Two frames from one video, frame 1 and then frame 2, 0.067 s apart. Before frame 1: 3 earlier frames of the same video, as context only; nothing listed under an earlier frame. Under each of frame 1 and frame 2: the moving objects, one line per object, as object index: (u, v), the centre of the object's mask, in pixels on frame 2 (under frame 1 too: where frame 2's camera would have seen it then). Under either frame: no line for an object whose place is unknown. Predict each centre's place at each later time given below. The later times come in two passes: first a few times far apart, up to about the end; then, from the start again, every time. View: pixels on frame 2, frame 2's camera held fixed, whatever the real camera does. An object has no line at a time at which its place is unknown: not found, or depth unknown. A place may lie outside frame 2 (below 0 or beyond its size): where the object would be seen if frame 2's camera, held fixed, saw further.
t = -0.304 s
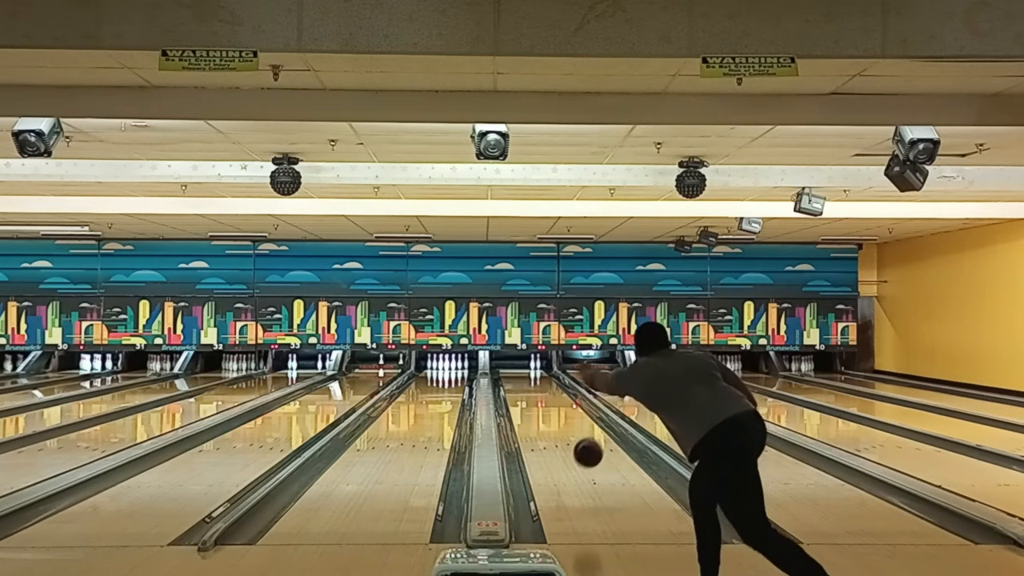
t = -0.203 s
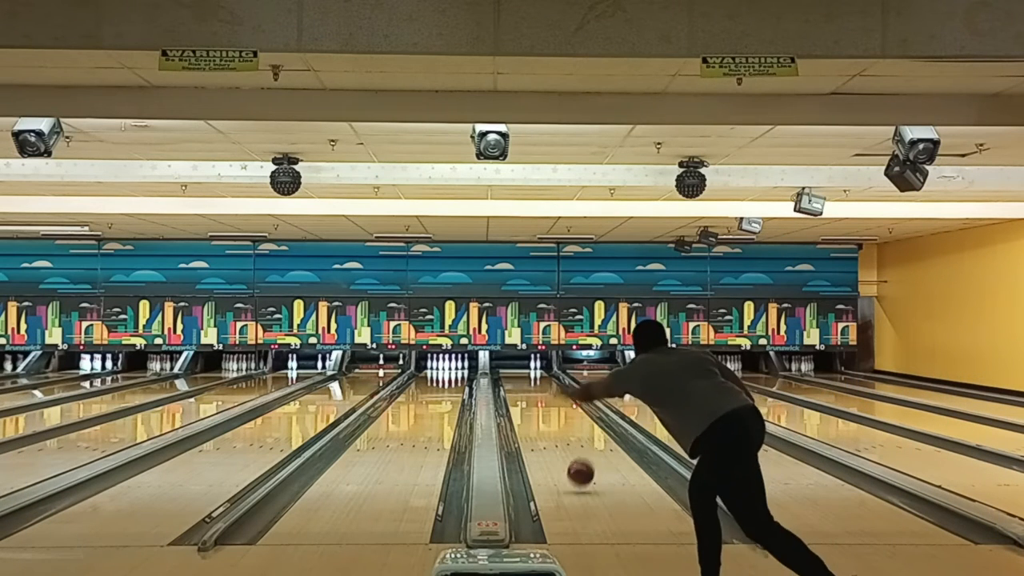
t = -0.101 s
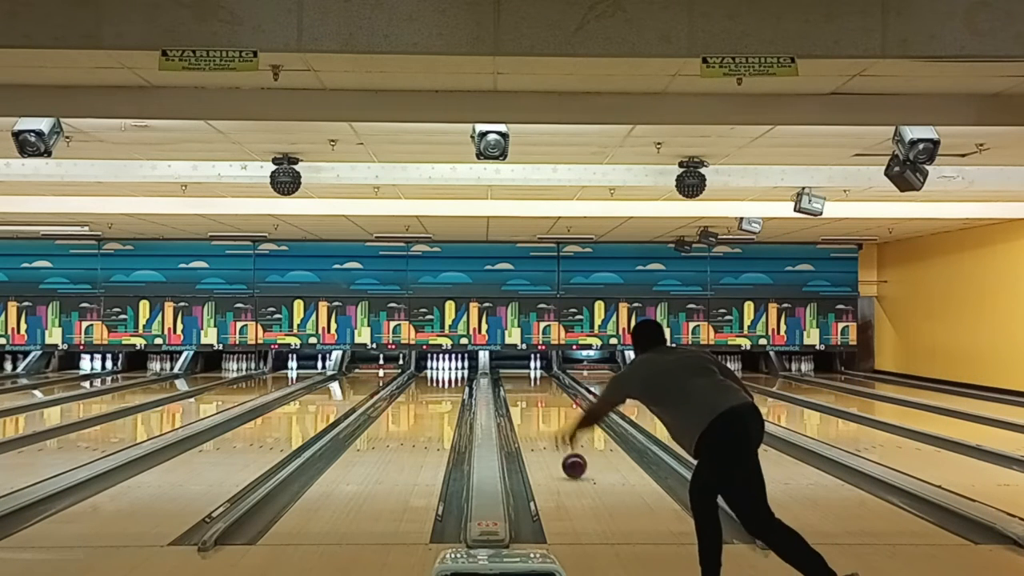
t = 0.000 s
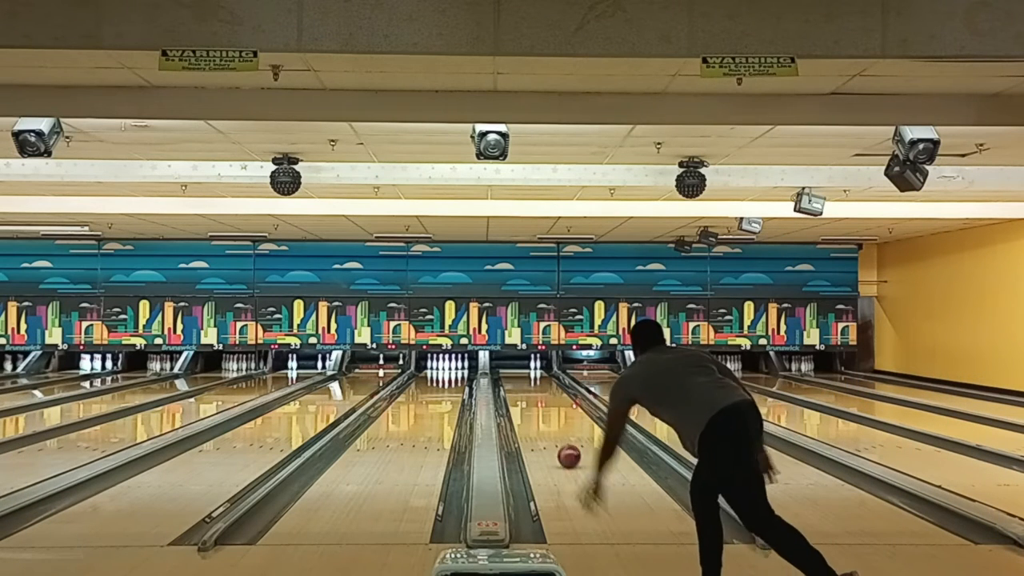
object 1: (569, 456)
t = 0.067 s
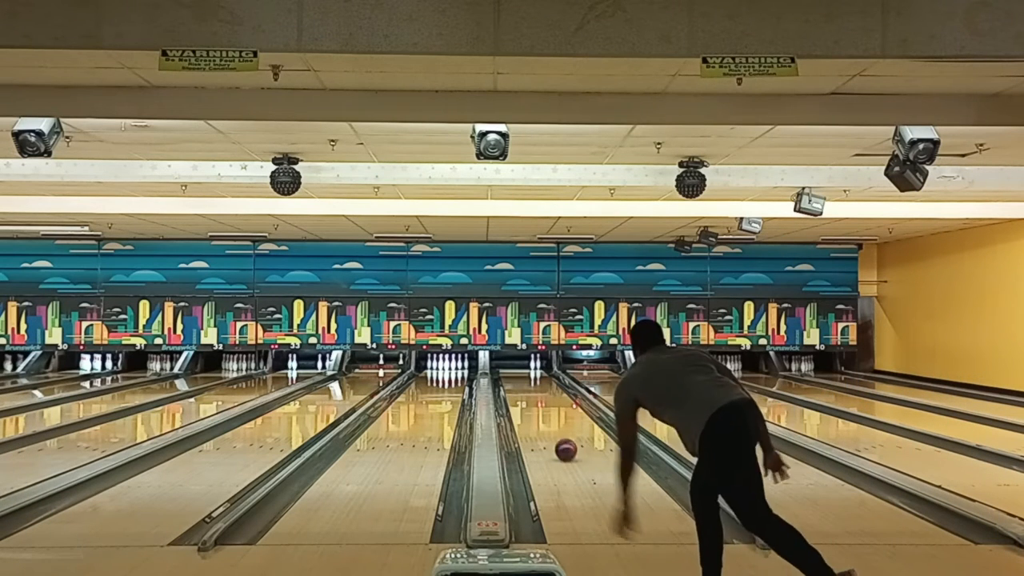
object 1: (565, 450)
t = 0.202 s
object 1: (560, 438)
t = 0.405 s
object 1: (554, 424)
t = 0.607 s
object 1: (548, 413)
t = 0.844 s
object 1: (544, 403)
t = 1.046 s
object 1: (541, 396)
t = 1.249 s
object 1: (538, 390)
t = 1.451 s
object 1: (536, 385)
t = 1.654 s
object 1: (535, 380)
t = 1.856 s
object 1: (534, 377)
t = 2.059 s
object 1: (534, 373)
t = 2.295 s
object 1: (535, 370)
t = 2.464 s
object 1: (537, 367)
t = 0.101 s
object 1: (564, 447)
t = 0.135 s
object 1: (563, 444)
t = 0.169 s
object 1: (561, 441)
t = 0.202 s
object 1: (560, 438)
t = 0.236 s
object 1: (559, 436)
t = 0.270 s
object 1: (558, 433)
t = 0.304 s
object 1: (557, 431)
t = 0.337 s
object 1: (556, 429)
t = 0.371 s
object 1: (555, 426)
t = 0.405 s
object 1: (554, 424)
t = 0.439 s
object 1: (553, 422)
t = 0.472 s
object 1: (552, 420)
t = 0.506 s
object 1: (551, 419)
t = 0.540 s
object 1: (550, 417)
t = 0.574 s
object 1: (549, 415)
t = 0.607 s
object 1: (548, 413)
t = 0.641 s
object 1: (548, 412)
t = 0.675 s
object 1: (547, 410)
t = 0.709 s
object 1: (546, 409)
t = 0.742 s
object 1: (546, 407)
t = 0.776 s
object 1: (545, 406)
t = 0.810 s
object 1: (544, 404)
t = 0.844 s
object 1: (544, 403)
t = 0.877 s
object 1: (543, 402)
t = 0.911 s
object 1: (543, 400)
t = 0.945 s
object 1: (543, 399)
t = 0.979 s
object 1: (542, 398)
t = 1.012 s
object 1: (541, 397)
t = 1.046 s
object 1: (541, 396)
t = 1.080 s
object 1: (540, 395)
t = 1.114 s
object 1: (540, 394)
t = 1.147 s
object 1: (539, 393)
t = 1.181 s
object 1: (539, 392)
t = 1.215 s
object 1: (539, 391)
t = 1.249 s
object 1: (538, 390)
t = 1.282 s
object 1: (538, 389)
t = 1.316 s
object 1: (538, 388)
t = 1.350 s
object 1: (537, 387)
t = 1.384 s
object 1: (537, 386)
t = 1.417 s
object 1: (536, 385)
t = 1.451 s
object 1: (536, 385)
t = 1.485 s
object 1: (536, 383)
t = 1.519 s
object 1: (536, 383)
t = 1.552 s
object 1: (536, 382)
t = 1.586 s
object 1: (535, 381)
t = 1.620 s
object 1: (535, 381)
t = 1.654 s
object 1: (535, 380)
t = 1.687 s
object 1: (535, 379)
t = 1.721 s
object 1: (534, 378)
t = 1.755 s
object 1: (534, 378)
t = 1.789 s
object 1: (534, 378)
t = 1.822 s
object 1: (534, 377)
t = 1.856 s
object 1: (534, 377)
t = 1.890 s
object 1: (534, 375)
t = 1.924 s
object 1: (534, 375)
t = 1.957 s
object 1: (534, 375)
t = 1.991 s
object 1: (534, 374)
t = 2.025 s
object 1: (534, 374)
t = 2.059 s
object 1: (534, 373)
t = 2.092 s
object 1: (534, 373)
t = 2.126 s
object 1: (534, 373)
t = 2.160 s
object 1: (534, 372)
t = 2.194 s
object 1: (534, 371)
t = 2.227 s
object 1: (534, 371)
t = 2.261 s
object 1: (534, 371)
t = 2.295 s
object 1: (535, 370)
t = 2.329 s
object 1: (535, 370)
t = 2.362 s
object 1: (535, 370)
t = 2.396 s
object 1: (535, 369)
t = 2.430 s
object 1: (536, 368)
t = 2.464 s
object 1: (537, 367)
